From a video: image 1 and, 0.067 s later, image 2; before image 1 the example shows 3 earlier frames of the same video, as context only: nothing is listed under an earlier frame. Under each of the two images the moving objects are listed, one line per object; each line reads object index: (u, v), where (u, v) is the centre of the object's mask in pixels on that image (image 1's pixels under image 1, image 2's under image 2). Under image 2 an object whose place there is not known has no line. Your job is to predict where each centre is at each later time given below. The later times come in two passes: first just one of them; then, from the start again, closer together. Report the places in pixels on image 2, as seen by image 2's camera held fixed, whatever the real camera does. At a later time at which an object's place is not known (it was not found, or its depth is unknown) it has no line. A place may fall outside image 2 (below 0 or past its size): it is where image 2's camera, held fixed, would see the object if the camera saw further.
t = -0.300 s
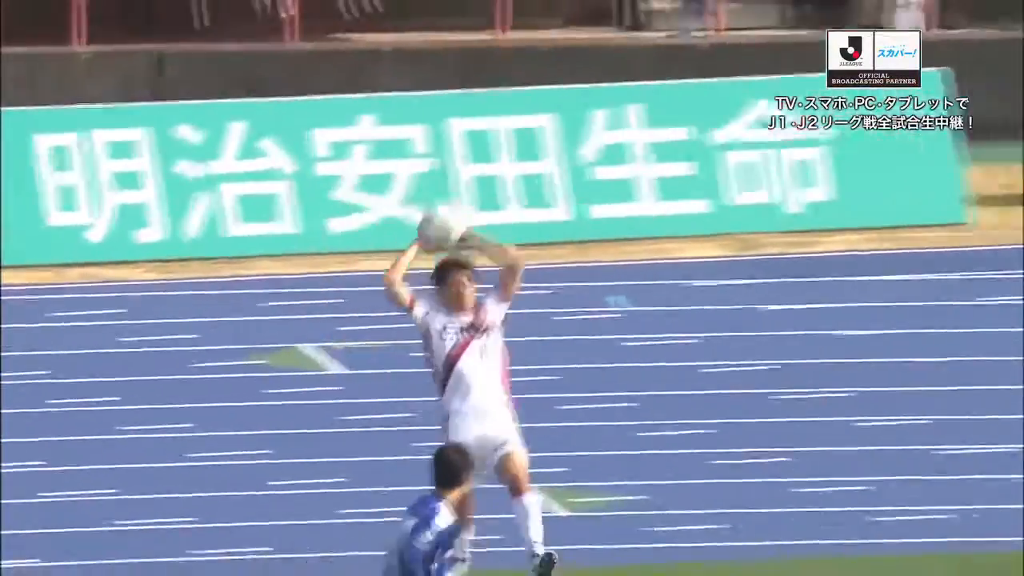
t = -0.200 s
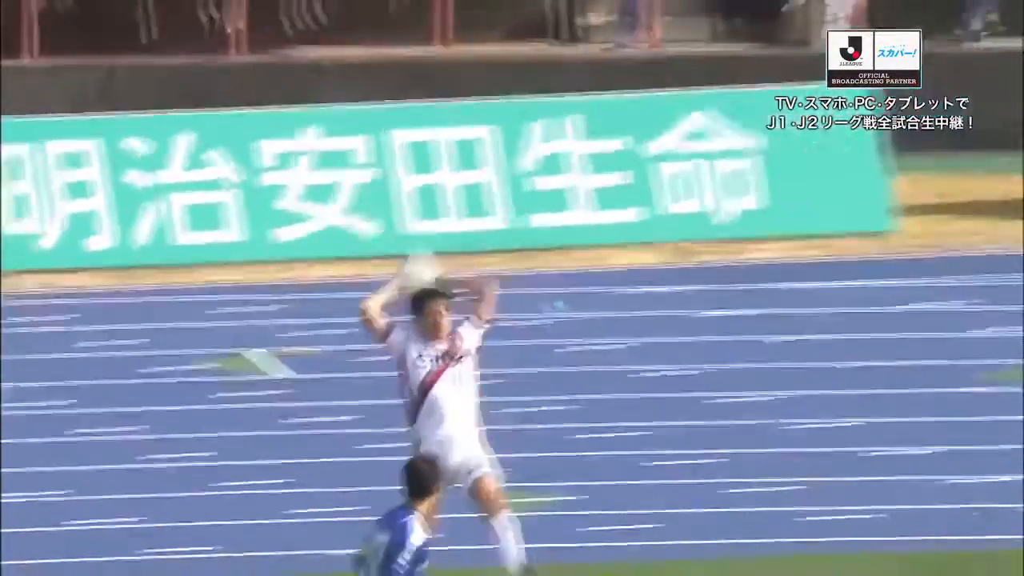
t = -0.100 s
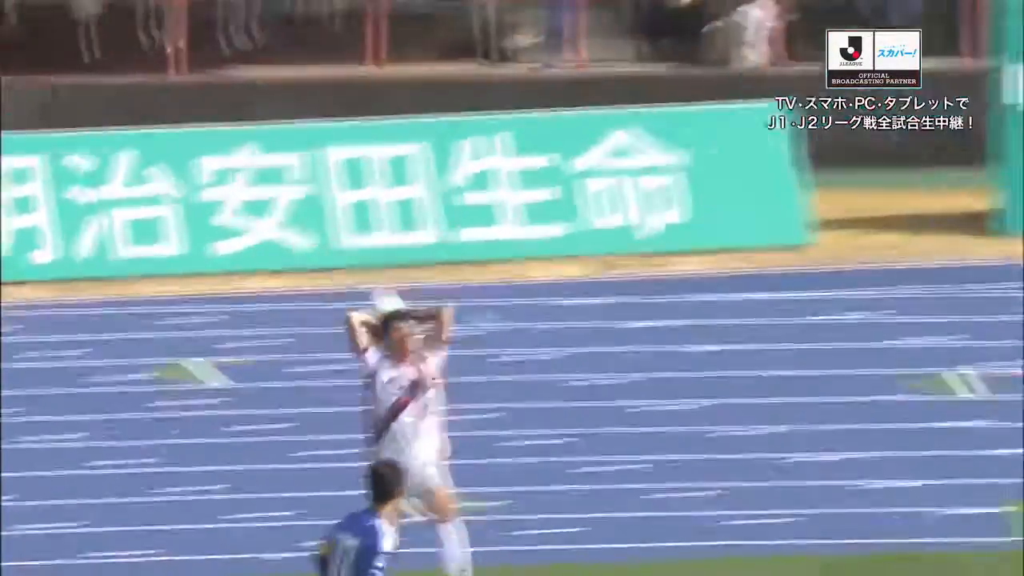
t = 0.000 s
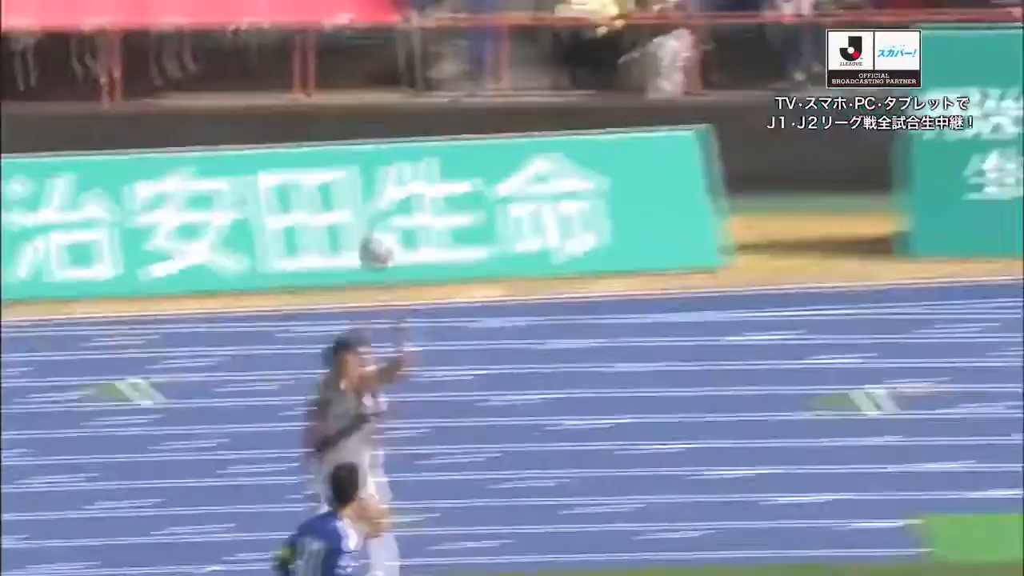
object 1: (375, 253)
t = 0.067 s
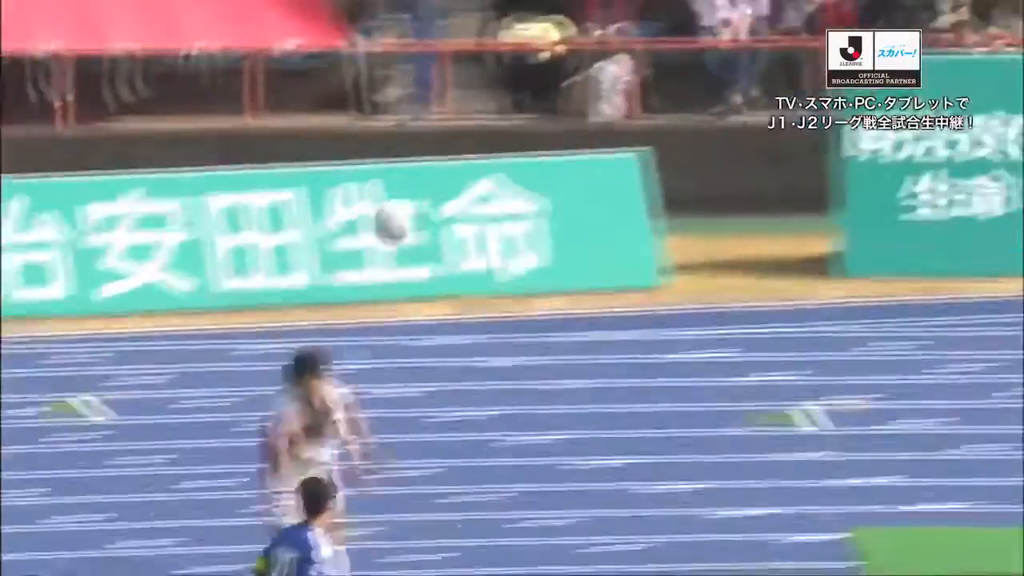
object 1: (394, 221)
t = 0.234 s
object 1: (561, 124)
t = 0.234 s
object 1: (561, 124)
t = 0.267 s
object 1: (589, 110)
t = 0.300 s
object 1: (629, 92)
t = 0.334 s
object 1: (663, 75)
